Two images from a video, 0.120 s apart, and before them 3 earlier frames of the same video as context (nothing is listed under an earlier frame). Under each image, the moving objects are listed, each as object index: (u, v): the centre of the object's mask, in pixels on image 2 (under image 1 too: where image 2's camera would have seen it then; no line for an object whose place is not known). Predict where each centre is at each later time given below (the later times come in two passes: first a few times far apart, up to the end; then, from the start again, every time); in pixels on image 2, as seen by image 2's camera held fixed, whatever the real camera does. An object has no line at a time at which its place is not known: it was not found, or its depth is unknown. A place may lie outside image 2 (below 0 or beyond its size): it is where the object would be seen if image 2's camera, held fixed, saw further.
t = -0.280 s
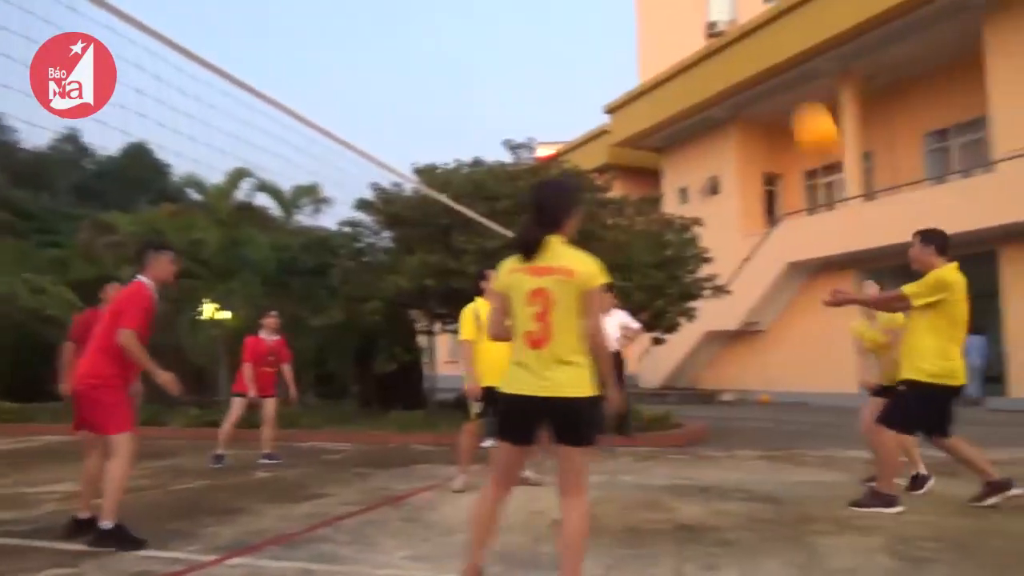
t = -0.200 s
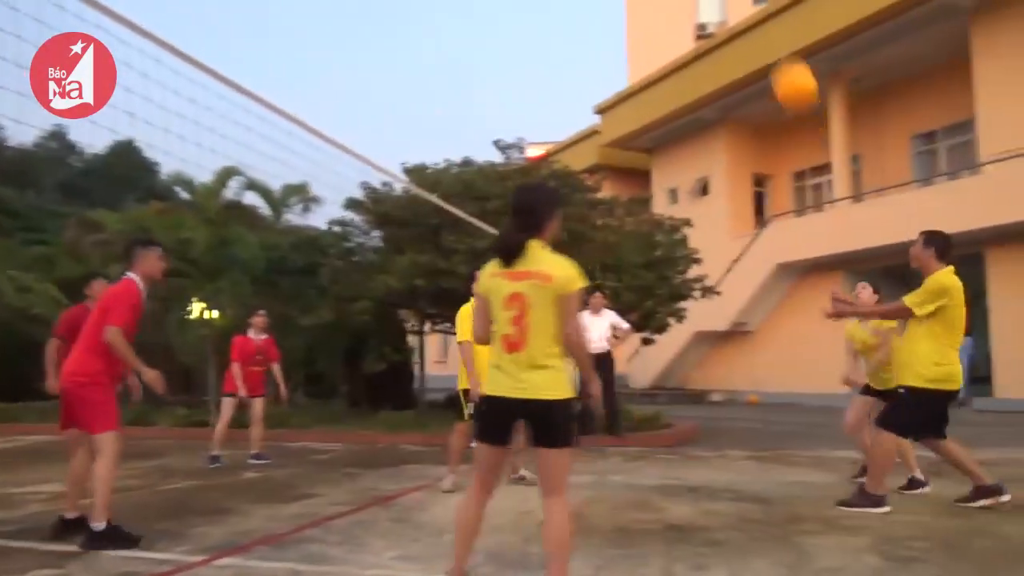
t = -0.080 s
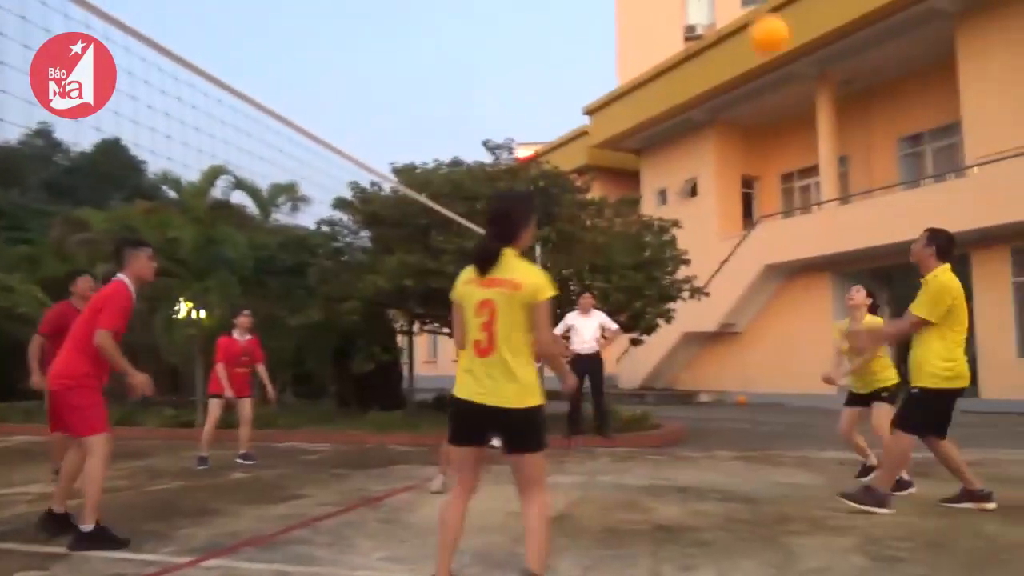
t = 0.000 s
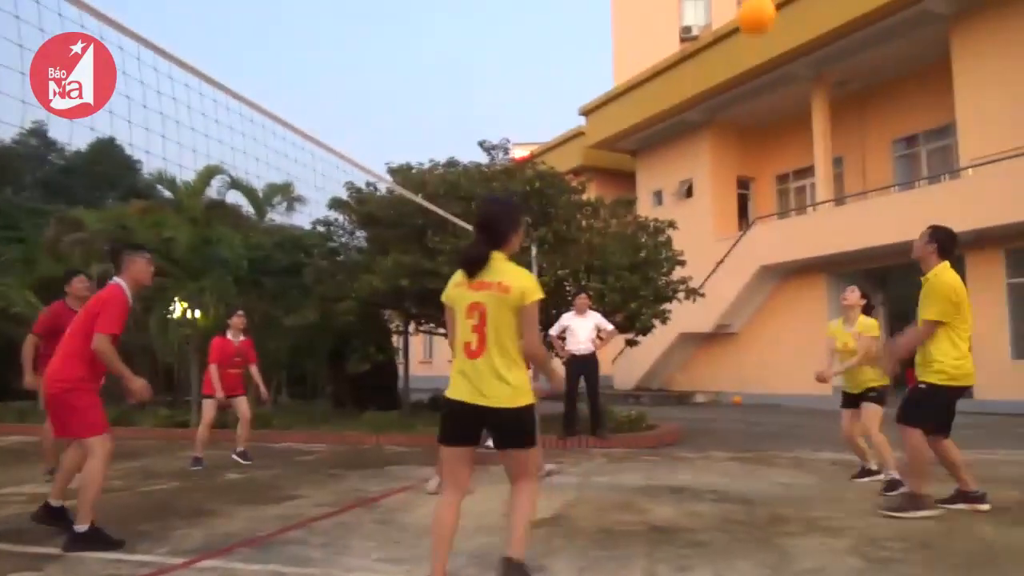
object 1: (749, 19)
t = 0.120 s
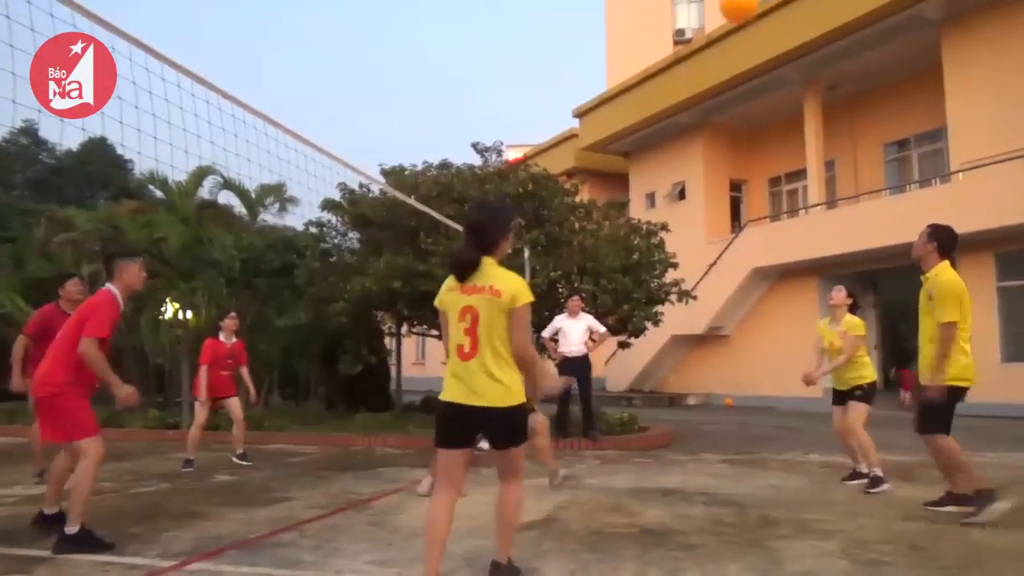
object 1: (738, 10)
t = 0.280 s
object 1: (727, 9)
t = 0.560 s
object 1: (710, 92)
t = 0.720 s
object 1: (705, 173)
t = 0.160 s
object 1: (735, 8)
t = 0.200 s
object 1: (732, 8)
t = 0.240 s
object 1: (729, 8)
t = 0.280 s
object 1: (727, 9)
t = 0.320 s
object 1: (724, 14)
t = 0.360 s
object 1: (722, 23)
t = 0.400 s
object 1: (719, 33)
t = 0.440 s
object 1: (716, 44)
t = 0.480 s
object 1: (714, 57)
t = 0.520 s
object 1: (713, 74)
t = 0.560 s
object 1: (710, 92)
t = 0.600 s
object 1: (709, 110)
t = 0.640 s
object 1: (708, 127)
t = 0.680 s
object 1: (706, 148)
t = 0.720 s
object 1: (705, 173)
